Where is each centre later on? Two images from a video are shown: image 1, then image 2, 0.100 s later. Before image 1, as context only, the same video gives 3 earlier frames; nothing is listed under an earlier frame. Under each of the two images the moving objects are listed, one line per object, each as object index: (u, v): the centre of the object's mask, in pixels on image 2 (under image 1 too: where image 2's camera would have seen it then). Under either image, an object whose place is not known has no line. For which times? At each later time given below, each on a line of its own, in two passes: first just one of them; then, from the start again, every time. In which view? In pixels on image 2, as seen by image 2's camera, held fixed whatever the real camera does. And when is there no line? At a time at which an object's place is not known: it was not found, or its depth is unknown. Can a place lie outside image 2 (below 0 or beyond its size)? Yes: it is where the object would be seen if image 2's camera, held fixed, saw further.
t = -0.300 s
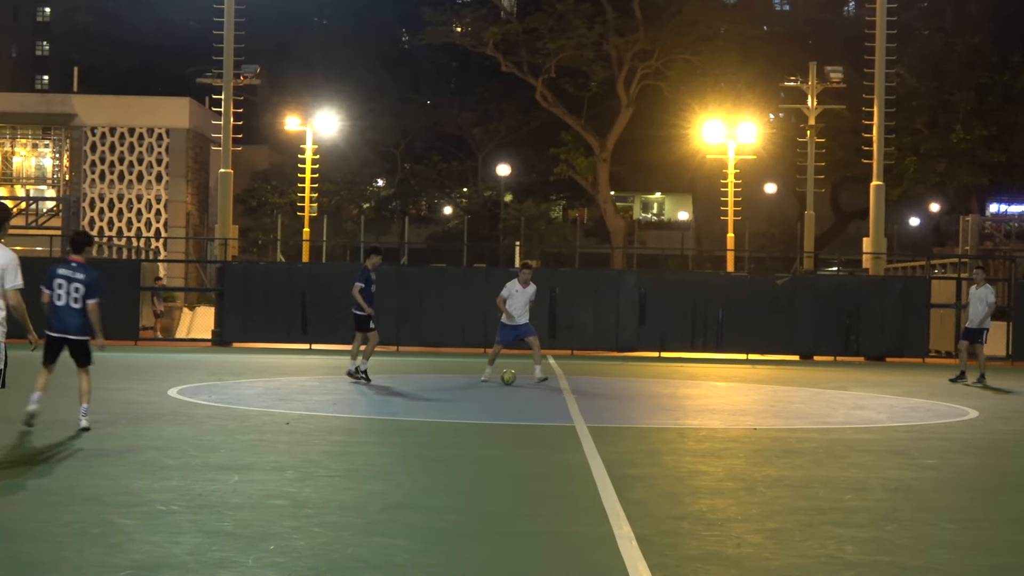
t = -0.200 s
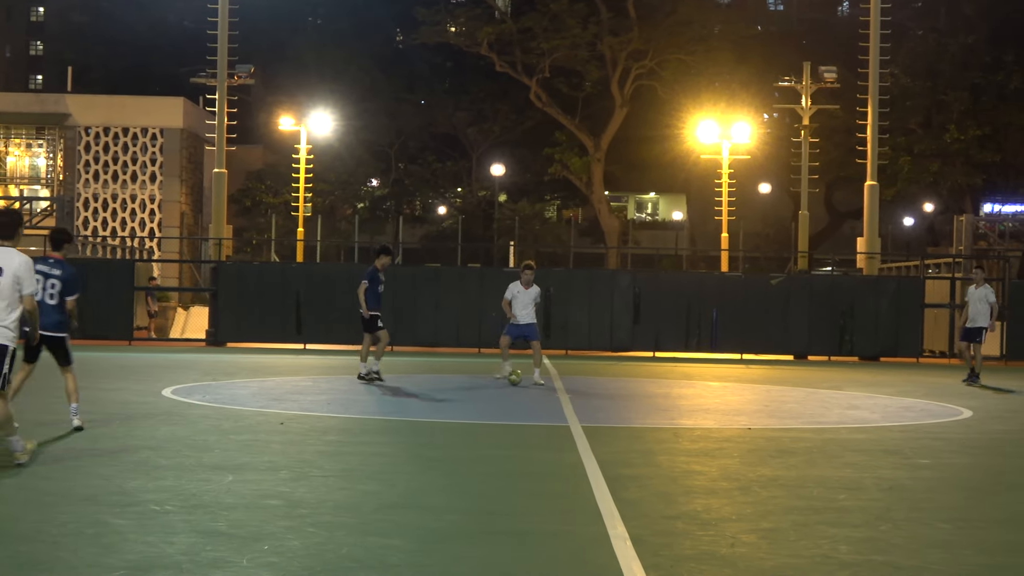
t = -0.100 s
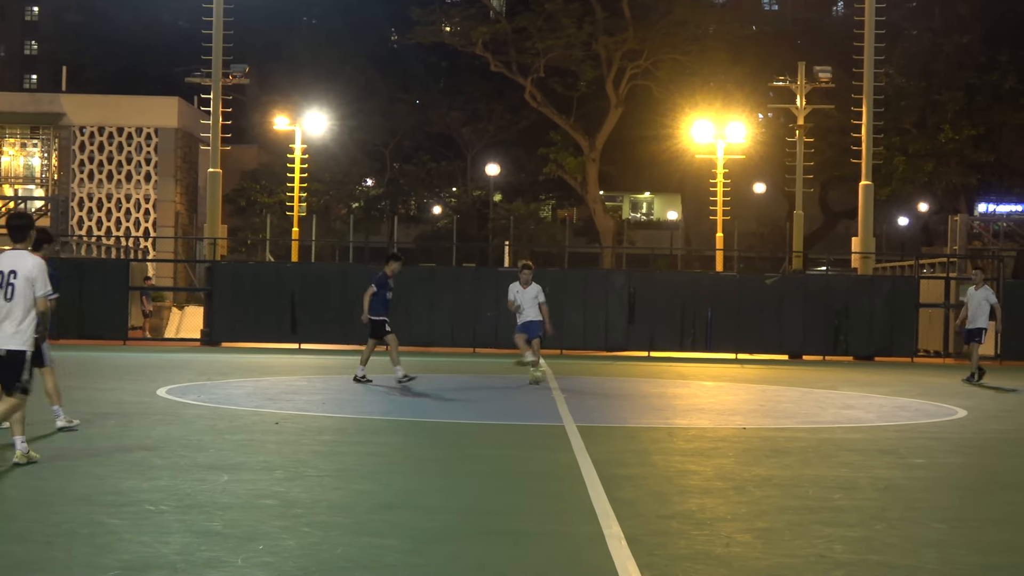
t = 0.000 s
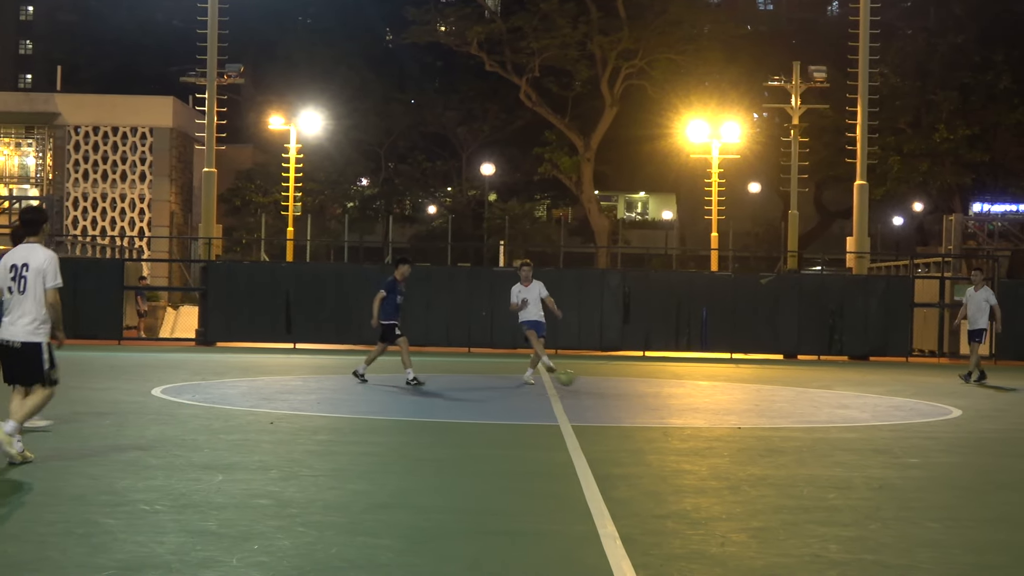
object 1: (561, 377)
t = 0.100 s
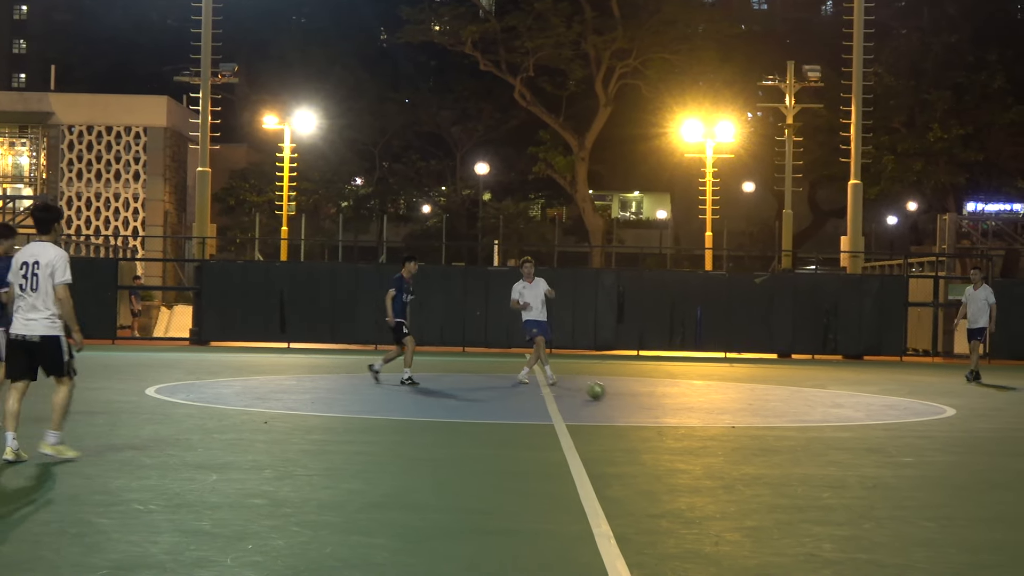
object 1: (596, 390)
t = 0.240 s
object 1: (645, 387)
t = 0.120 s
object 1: (603, 390)
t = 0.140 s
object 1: (610, 389)
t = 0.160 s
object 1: (617, 388)
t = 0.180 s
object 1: (624, 387)
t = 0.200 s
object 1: (631, 387)
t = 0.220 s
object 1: (638, 387)
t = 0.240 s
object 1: (645, 387)
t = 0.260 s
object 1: (652, 388)
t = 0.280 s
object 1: (659, 390)
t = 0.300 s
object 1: (666, 391)
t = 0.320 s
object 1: (674, 394)
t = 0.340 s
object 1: (681, 397)
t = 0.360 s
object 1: (690, 400)
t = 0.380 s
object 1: (697, 404)
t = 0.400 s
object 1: (705, 407)
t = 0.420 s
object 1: (713, 407)
